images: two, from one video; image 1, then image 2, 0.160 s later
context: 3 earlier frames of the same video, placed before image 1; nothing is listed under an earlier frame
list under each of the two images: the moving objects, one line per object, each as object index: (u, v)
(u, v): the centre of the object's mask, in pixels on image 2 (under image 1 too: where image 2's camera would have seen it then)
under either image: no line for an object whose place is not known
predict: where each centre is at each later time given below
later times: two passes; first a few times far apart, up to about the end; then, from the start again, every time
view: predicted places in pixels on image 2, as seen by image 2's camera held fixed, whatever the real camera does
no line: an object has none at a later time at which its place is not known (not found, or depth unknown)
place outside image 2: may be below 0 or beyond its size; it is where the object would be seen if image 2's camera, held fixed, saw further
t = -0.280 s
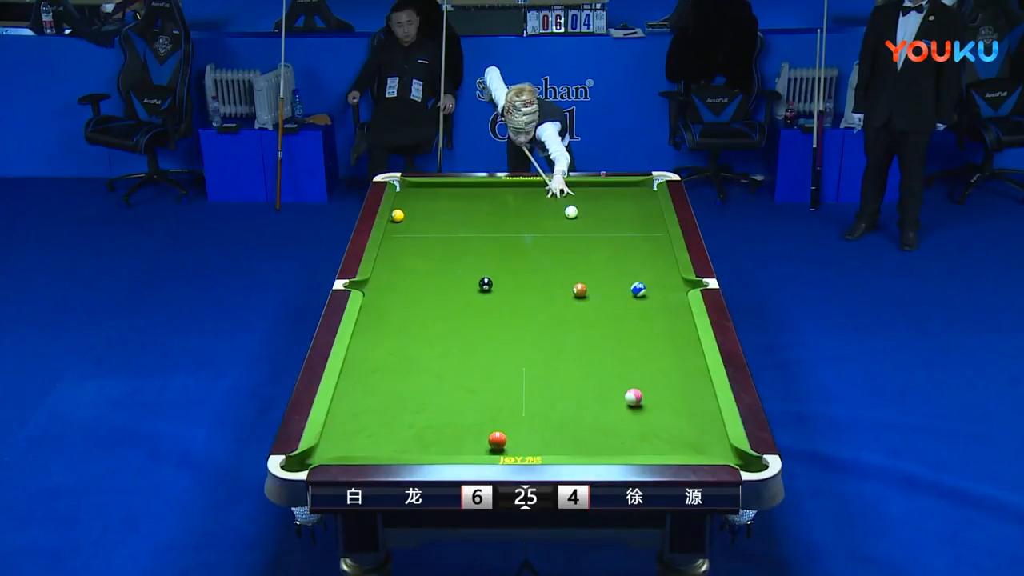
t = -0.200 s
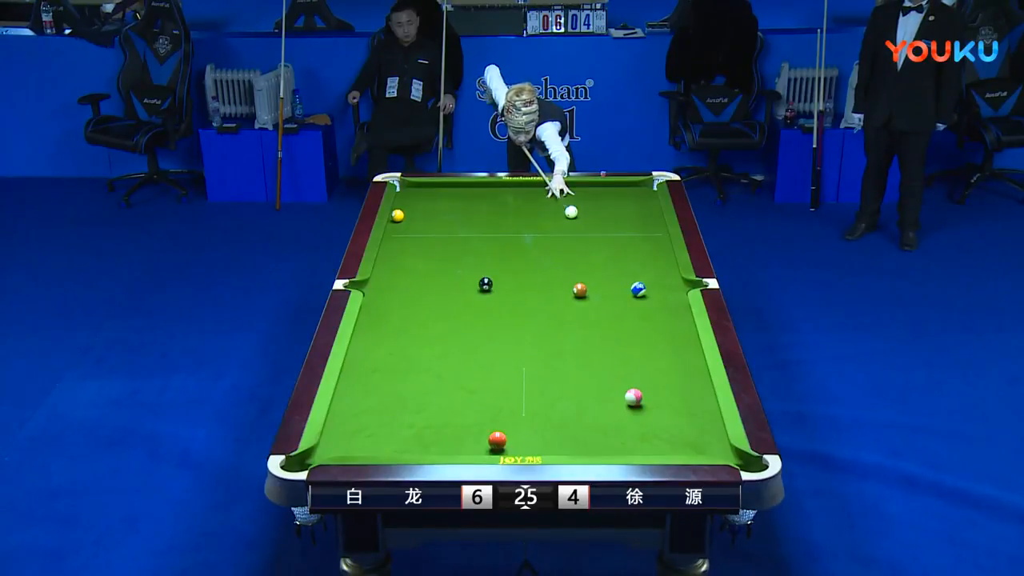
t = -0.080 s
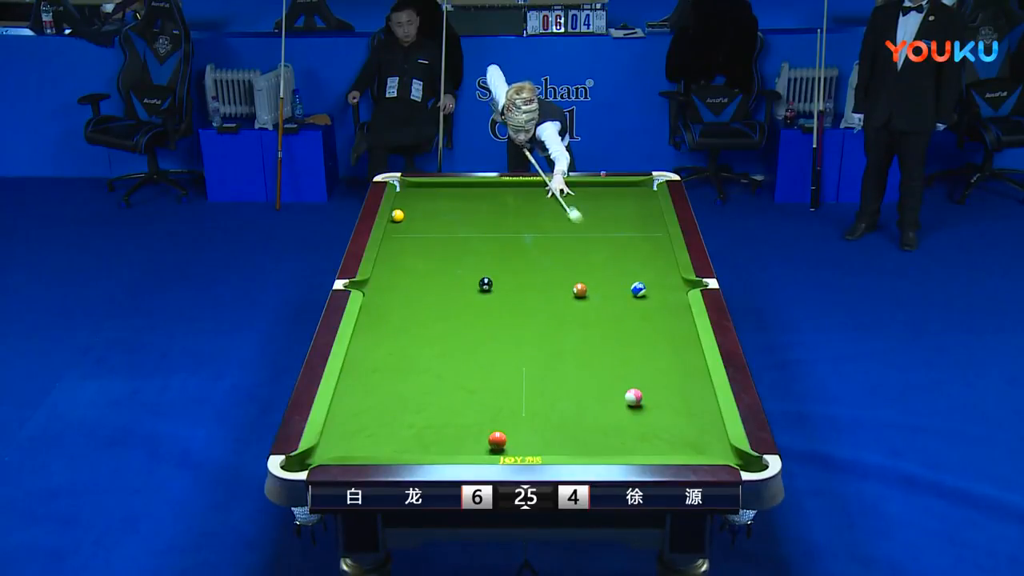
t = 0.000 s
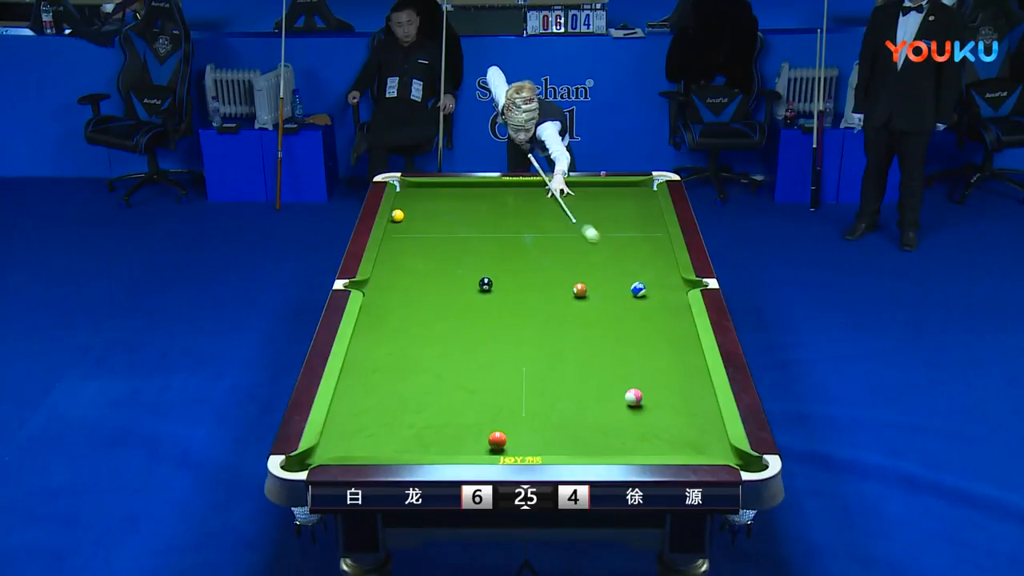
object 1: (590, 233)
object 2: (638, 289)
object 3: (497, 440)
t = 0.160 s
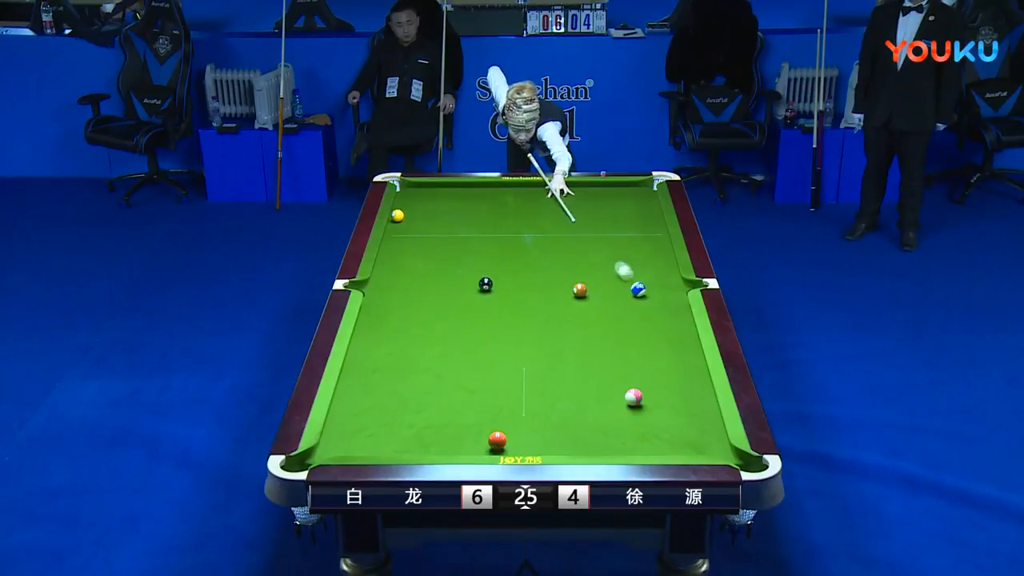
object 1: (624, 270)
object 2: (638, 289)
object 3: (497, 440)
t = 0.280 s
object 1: (639, 283)
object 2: (647, 305)
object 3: (497, 440)
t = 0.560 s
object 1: (648, 279)
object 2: (689, 377)
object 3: (497, 440)
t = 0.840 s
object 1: (656, 275)
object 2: (719, 452)
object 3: (497, 440)
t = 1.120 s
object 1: (664, 271)
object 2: (658, 450)
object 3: (497, 440)
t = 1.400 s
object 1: (670, 269)
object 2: (590, 448)
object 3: (497, 440)
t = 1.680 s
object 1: (670, 266)
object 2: (526, 444)
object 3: (497, 440)
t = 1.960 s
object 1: (667, 265)
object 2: (501, 448)
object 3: (467, 433)
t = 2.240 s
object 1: (665, 264)
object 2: (483, 450)
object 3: (438, 426)
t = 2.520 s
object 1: (665, 264)
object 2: (472, 449)
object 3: (411, 420)
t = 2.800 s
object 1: (665, 264)
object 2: (463, 447)
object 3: (386, 414)
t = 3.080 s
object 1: (665, 264)
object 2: (455, 447)
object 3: (363, 409)
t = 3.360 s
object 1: (665, 264)
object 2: (450, 446)
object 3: (342, 404)
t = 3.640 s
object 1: (665, 264)
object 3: (349, 401)
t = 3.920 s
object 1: (665, 264)
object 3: (361, 399)
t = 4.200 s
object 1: (665, 264)
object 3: (371, 397)
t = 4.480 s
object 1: (665, 264)
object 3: (379, 395)
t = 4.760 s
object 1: (665, 264)
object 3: (385, 394)
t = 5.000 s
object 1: (665, 264)
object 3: (389, 393)
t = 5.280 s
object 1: (665, 264)
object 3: (391, 393)
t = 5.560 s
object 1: (665, 264)
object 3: (392, 393)
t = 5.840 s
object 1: (665, 264)
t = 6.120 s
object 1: (665, 264)
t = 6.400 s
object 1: (665, 264)
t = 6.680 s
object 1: (665, 264)
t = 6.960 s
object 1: (665, 264)
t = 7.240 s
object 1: (665, 264)
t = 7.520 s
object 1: (665, 264)
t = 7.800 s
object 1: (665, 264)
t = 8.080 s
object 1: (665, 264)
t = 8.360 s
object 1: (665, 264)
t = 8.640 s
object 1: (665, 264)
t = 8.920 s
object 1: (665, 264)
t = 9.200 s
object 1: (665, 264)
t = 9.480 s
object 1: (665, 264)
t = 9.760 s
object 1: (665, 264)
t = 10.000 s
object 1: (665, 264)
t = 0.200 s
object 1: (631, 277)
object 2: (638, 289)
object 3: (497, 440)
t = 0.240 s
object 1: (636, 283)
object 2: (642, 297)
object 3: (497, 440)
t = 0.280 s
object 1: (639, 283)
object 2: (647, 305)
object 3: (497, 440)
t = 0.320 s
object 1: (640, 282)
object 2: (654, 317)
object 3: (497, 440)
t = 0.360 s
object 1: (642, 282)
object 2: (660, 326)
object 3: (497, 440)
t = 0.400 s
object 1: (643, 281)
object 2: (666, 337)
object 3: (497, 440)
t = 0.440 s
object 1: (644, 280)
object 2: (671, 347)
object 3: (497, 440)
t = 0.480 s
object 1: (645, 280)
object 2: (678, 357)
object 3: (497, 439)
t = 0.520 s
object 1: (647, 279)
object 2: (683, 367)
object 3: (497, 440)
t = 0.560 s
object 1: (648, 279)
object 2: (689, 377)
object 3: (497, 440)
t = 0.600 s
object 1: (649, 278)
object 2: (696, 388)
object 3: (497, 439)
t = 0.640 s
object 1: (650, 277)
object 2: (701, 398)
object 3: (497, 440)
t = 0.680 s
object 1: (652, 277)
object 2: (708, 410)
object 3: (497, 440)
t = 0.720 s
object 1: (653, 276)
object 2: (714, 420)
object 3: (497, 440)
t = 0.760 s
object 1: (654, 276)
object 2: (716, 431)
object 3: (497, 440)
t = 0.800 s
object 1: (655, 275)
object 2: (717, 444)
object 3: (497, 440)
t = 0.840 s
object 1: (656, 275)
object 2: (719, 452)
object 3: (497, 440)
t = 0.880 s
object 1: (657, 274)
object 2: (724, 451)
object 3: (497, 440)
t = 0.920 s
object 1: (659, 274)
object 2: (715, 449)
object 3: (497, 439)
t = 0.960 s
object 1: (659, 273)
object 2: (701, 449)
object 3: (497, 440)
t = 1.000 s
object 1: (661, 273)
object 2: (689, 449)
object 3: (497, 440)
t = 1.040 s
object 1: (662, 272)
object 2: (678, 450)
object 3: (497, 440)
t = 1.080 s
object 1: (663, 272)
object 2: (668, 450)
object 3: (497, 440)
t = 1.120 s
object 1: (664, 271)
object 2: (658, 450)
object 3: (497, 440)
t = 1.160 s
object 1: (664, 271)
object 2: (647, 450)
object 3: (497, 440)
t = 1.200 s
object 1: (666, 271)
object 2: (637, 449)
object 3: (497, 439)
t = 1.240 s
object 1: (666, 270)
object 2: (629, 449)
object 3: (497, 440)
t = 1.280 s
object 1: (667, 270)
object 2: (619, 449)
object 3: (497, 440)
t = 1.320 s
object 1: (668, 269)
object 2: (609, 448)
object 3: (497, 439)
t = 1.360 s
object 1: (669, 269)
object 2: (600, 448)
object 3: (497, 440)
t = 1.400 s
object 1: (670, 269)
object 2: (590, 448)
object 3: (497, 440)
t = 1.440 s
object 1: (671, 268)
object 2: (580, 447)
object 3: (497, 440)
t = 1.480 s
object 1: (671, 268)
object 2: (572, 447)
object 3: (497, 440)
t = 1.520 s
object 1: (671, 268)
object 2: (563, 447)
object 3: (497, 440)
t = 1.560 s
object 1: (671, 267)
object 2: (554, 446)
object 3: (497, 440)
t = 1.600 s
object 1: (670, 267)
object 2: (545, 446)
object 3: (497, 440)
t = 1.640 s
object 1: (670, 267)
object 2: (535, 446)
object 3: (497, 440)
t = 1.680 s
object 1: (670, 266)
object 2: (526, 444)
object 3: (497, 440)
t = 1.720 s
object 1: (669, 266)
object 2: (518, 445)
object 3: (497, 440)
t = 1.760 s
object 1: (669, 266)
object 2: (513, 445)
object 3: (493, 439)
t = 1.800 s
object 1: (668, 266)
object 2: (511, 446)
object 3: (487, 438)
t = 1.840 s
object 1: (668, 266)
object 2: (508, 447)
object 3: (481, 436)
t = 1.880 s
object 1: (668, 265)
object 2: (506, 447)
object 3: (476, 435)
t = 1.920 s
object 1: (667, 265)
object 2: (503, 447)
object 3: (472, 434)
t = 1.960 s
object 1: (667, 265)
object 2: (501, 448)
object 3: (467, 433)
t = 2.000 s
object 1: (667, 265)
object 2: (498, 448)
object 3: (463, 432)
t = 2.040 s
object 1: (666, 265)
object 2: (495, 449)
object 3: (459, 431)
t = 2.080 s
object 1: (666, 265)
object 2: (493, 449)
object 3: (455, 430)
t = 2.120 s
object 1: (666, 264)
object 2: (491, 449)
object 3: (450, 429)
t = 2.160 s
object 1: (666, 264)
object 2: (488, 450)
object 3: (446, 428)
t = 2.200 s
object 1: (665, 264)
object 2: (486, 450)
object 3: (442, 427)
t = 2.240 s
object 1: (665, 264)
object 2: (483, 450)
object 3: (438, 426)
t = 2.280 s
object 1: (665, 264)
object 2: (482, 450)
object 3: (434, 425)
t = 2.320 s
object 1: (665, 264)
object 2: (480, 450)
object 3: (430, 424)
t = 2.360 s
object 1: (665, 264)
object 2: (478, 450)
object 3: (426, 423)
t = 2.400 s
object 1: (665, 264)
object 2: (477, 450)
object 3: (422, 422)
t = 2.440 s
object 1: (665, 264)
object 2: (475, 449)
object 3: (418, 422)
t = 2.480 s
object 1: (665, 264)
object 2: (473, 449)
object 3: (414, 421)
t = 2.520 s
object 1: (665, 264)
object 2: (472, 449)
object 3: (411, 420)
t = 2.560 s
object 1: (665, 264)
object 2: (471, 449)
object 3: (407, 419)
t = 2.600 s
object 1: (665, 264)
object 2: (469, 449)
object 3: (403, 418)
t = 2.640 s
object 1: (665, 264)
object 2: (468, 448)
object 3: (400, 417)
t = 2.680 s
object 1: (665, 264)
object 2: (467, 448)
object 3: (396, 416)
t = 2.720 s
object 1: (665, 264)
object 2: (465, 448)
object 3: (393, 415)
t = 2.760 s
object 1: (665, 264)
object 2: (464, 448)
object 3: (389, 415)
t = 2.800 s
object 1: (665, 264)
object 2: (463, 447)
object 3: (386, 414)
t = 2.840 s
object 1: (665, 264)
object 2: (462, 447)
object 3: (383, 413)
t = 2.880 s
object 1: (665, 264)
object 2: (460, 447)
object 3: (379, 412)
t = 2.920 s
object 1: (665, 264)
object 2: (459, 447)
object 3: (376, 411)
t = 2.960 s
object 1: (665, 264)
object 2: (458, 447)
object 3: (373, 411)
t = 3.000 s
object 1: (665, 264)
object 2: (457, 447)
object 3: (369, 410)
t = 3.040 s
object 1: (665, 264)
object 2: (457, 447)
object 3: (366, 409)
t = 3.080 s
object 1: (665, 264)
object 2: (455, 447)
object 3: (363, 409)
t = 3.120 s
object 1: (665, 264)
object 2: (454, 447)
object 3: (360, 408)
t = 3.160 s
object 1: (665, 264)
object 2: (454, 447)
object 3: (357, 407)
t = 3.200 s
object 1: (665, 264)
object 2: (453, 446)
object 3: (354, 406)
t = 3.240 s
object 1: (665, 264)
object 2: (452, 446)
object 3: (351, 406)
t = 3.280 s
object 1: (665, 264)
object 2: (451, 446)
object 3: (348, 405)
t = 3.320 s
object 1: (665, 264)
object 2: (451, 446)
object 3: (345, 405)
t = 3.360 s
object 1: (665, 264)
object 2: (450, 446)
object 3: (342, 404)
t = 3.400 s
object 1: (665, 264)
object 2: (449, 446)
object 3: (340, 403)
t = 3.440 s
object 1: (665, 264)
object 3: (341, 403)
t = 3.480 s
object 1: (665, 264)
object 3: (342, 402)
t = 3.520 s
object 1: (665, 264)
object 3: (344, 402)
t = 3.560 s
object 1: (665, 264)
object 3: (346, 402)
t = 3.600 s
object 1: (665, 264)
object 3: (348, 402)
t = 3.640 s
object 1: (665, 264)
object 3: (349, 401)
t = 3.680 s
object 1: (665, 264)
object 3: (351, 400)
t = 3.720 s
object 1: (665, 264)
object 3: (353, 400)
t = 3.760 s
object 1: (665, 264)
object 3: (355, 400)
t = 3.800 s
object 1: (665, 264)
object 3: (356, 399)
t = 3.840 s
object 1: (665, 264)
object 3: (358, 399)
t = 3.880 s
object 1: (665, 264)
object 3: (359, 399)
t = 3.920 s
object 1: (665, 264)
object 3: (361, 399)
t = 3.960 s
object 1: (665, 264)
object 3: (362, 398)
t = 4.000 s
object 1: (665, 264)
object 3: (364, 398)
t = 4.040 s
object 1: (665, 264)
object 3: (365, 397)
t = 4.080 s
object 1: (665, 264)
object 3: (367, 397)
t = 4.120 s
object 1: (665, 264)
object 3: (368, 397)
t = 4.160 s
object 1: (665, 264)
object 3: (370, 397)
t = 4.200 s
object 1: (665, 264)
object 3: (371, 397)
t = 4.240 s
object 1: (665, 264)
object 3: (372, 397)
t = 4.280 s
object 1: (665, 264)
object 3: (373, 397)
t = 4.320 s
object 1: (665, 264)
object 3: (374, 396)
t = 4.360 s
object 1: (665, 264)
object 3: (376, 396)
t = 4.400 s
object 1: (665, 264)
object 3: (377, 396)
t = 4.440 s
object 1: (665, 264)
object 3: (378, 395)
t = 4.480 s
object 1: (665, 264)
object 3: (379, 395)
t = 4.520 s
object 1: (665, 264)
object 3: (380, 395)
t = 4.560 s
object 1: (665, 264)
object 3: (381, 395)
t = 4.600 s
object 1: (665, 264)
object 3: (382, 395)
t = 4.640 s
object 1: (665, 264)
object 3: (383, 394)
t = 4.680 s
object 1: (665, 264)
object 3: (383, 394)
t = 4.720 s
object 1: (665, 264)
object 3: (384, 394)
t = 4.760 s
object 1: (665, 264)
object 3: (385, 394)
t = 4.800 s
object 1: (665, 264)
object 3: (386, 394)
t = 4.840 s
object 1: (665, 264)
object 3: (386, 394)
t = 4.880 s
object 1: (665, 264)
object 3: (387, 394)
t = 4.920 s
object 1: (665, 264)
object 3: (388, 394)
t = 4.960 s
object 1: (665, 264)
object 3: (388, 394)
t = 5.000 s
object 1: (665, 264)
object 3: (389, 393)
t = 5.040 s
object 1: (665, 264)
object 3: (389, 393)
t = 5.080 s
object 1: (665, 264)
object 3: (390, 393)
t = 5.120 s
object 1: (665, 264)
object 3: (390, 393)
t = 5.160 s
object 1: (665, 264)
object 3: (390, 393)
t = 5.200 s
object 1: (665, 264)
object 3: (391, 393)
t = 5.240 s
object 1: (665, 264)
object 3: (391, 393)
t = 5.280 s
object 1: (665, 264)
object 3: (391, 393)
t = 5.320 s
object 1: (665, 264)
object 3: (391, 393)
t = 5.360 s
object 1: (665, 264)
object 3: (392, 393)
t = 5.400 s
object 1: (665, 264)
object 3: (392, 393)
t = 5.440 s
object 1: (665, 264)
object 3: (392, 393)
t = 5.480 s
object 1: (665, 264)
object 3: (392, 393)
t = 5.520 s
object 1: (665, 264)
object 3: (392, 393)
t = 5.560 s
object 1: (665, 264)
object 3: (392, 393)
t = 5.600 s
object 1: (665, 264)
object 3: (392, 393)
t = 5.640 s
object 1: (665, 264)
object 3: (392, 393)
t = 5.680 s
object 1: (665, 264)
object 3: (392, 393)
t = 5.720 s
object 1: (665, 264)
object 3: (392, 393)
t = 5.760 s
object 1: (665, 264)
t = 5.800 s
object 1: (665, 264)
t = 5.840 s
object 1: (665, 264)
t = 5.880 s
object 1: (665, 264)
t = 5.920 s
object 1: (665, 264)
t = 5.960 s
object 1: (665, 264)
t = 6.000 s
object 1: (665, 264)
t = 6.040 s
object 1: (665, 264)
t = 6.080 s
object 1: (665, 264)
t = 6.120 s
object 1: (665, 264)
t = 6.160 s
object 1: (665, 264)
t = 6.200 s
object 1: (665, 264)
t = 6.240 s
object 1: (665, 264)
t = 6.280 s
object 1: (665, 264)
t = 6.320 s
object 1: (665, 264)
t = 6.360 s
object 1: (665, 264)
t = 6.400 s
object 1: (665, 264)
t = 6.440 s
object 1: (665, 264)
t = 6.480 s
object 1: (665, 264)
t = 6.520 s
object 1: (665, 264)
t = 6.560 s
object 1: (665, 264)
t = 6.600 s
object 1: (665, 264)
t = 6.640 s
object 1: (665, 264)
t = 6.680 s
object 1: (665, 264)
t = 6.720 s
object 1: (665, 264)
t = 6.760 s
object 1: (665, 264)
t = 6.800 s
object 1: (665, 264)
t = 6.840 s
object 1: (665, 264)
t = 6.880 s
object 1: (665, 264)
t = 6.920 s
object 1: (665, 264)
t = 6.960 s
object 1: (665, 264)
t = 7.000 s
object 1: (665, 264)
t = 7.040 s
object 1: (665, 264)
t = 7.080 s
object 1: (665, 264)
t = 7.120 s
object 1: (665, 264)
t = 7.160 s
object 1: (665, 264)
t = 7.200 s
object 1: (665, 264)
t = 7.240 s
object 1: (665, 264)
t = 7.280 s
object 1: (665, 264)
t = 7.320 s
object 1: (665, 264)
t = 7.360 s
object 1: (665, 264)
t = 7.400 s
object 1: (665, 264)
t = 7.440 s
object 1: (665, 264)
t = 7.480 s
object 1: (665, 264)
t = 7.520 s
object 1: (665, 264)
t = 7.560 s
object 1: (665, 264)
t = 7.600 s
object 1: (665, 264)
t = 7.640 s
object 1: (665, 264)
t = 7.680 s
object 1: (665, 264)
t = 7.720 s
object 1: (665, 264)
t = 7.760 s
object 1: (665, 264)
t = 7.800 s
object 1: (665, 264)
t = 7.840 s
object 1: (665, 264)
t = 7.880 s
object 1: (665, 264)
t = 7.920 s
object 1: (665, 264)
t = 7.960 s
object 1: (665, 264)
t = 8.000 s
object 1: (665, 264)
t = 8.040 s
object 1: (665, 264)
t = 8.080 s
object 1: (665, 264)
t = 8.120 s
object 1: (665, 264)
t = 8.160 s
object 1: (665, 264)
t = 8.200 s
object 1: (665, 264)
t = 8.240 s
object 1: (665, 264)
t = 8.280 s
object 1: (665, 264)
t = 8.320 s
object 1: (665, 264)
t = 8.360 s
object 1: (665, 264)
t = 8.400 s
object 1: (665, 264)
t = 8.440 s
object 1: (665, 264)
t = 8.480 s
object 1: (665, 264)
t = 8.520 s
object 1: (665, 264)
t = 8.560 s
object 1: (665, 264)
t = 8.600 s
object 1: (665, 264)
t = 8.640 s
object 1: (665, 264)
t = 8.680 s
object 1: (665, 264)
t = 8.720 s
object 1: (665, 264)
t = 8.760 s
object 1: (665, 264)
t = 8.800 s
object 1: (665, 264)
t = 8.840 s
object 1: (665, 264)
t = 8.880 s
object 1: (665, 264)
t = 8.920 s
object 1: (665, 264)
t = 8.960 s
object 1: (665, 264)
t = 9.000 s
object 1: (665, 264)
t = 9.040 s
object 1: (665, 264)
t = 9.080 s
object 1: (665, 264)
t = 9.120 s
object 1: (665, 264)
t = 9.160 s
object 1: (665, 264)
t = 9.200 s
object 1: (665, 264)
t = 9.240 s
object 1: (665, 264)
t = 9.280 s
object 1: (665, 264)
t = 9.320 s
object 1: (665, 264)
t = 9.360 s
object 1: (665, 264)
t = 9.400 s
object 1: (665, 264)
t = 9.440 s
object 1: (665, 264)
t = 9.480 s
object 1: (665, 264)
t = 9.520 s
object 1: (665, 264)
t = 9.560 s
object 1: (665, 264)
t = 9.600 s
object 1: (665, 264)
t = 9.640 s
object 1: (665, 264)
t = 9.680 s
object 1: (665, 264)
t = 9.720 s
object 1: (665, 264)
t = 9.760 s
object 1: (665, 264)
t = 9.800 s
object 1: (665, 264)
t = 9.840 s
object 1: (665, 264)
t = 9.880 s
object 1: (665, 264)
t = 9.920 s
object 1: (665, 264)
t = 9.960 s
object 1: (665, 264)
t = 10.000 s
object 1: (665, 264)
